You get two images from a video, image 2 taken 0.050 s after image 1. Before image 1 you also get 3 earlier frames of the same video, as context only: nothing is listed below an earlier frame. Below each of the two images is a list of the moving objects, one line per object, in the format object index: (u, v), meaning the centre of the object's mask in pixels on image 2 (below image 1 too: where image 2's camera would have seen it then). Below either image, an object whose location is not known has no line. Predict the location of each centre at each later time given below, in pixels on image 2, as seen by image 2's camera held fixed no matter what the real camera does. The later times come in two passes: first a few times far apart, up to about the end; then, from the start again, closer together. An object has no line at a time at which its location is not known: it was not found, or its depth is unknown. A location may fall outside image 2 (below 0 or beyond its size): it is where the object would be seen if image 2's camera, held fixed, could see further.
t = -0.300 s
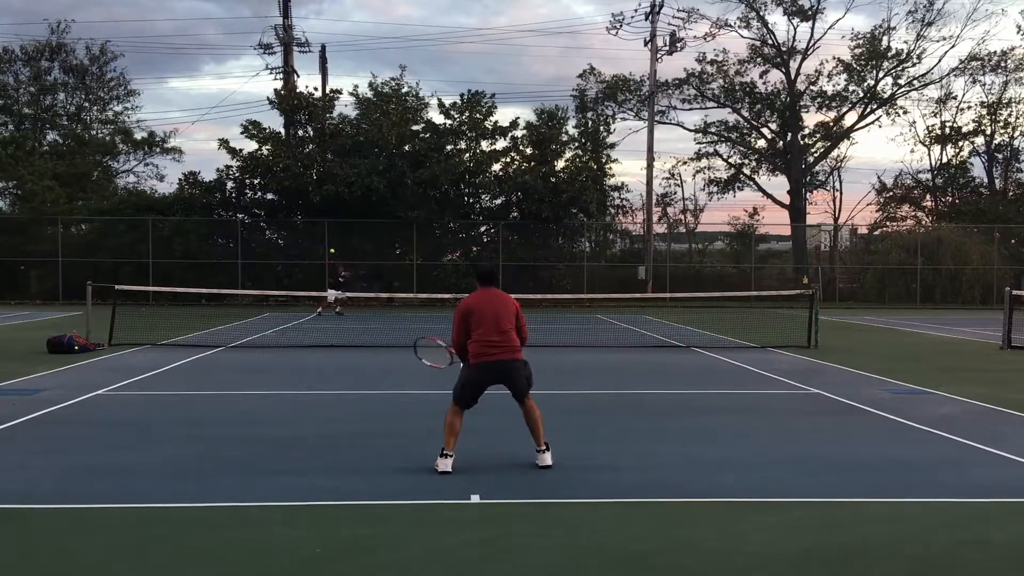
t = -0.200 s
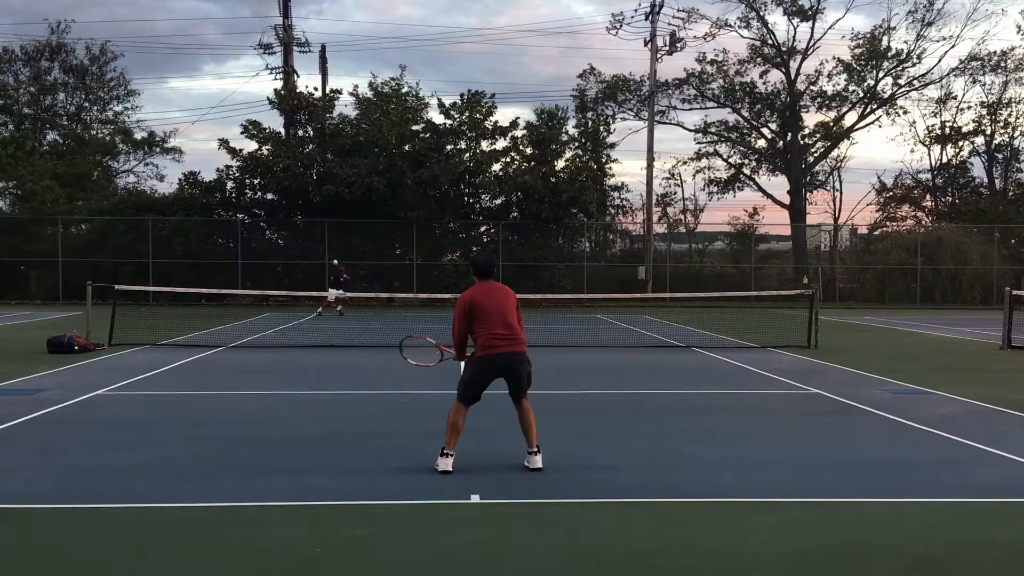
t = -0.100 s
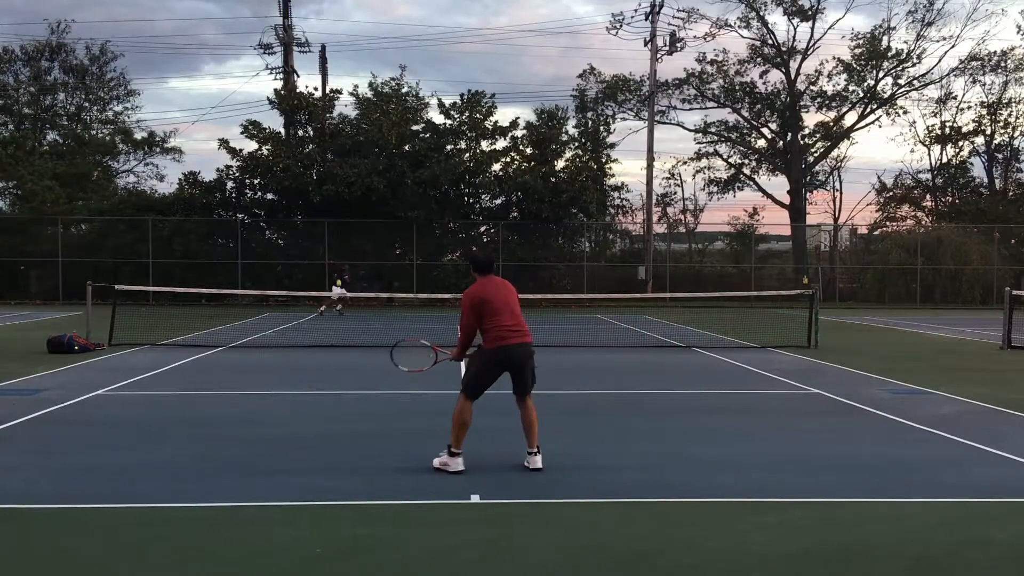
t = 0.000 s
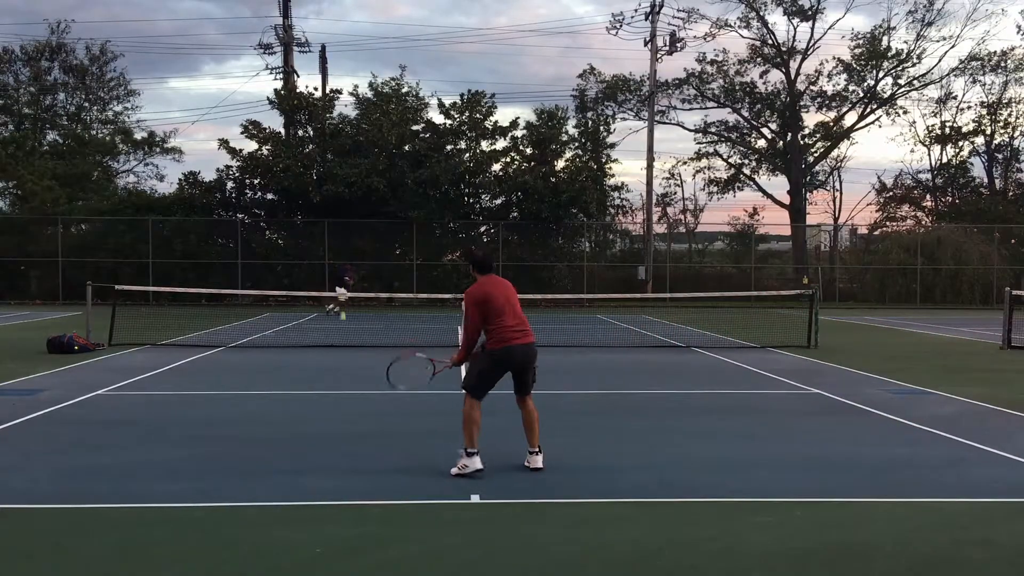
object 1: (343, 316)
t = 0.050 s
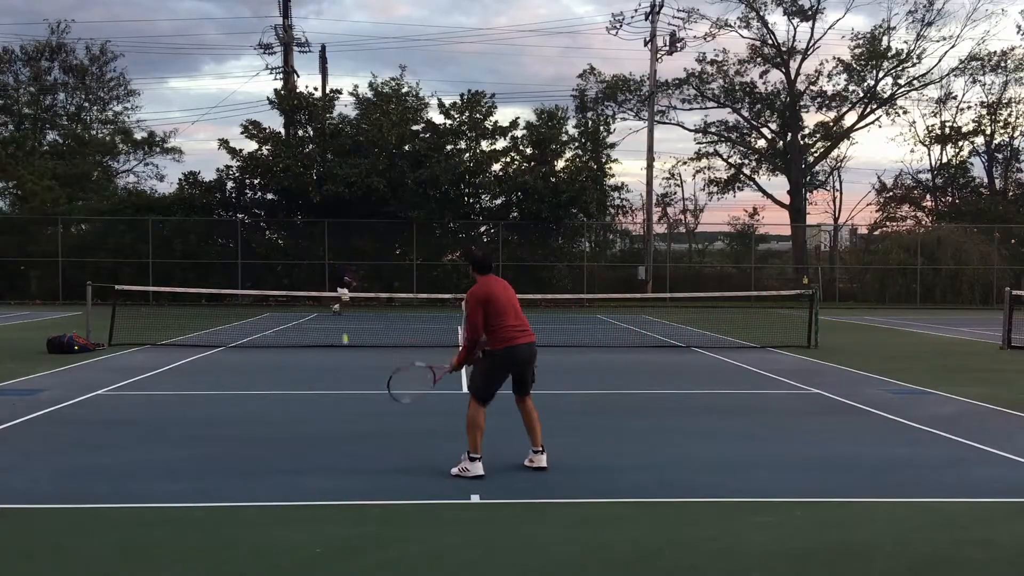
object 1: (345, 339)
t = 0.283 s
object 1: (357, 363)
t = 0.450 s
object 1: (369, 330)
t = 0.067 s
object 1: (346, 348)
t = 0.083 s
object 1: (347, 357)
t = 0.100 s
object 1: (348, 367)
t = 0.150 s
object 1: (349, 401)
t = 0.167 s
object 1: (351, 401)
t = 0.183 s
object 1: (351, 396)
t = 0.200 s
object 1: (353, 389)
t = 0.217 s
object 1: (354, 383)
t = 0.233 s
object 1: (354, 378)
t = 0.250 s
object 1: (355, 373)
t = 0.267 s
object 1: (356, 368)
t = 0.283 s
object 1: (357, 363)
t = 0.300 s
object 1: (358, 358)
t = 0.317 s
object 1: (359, 354)
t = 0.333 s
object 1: (361, 350)
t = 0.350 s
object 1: (362, 346)
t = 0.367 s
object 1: (363, 343)
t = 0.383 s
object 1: (364, 340)
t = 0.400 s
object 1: (365, 337)
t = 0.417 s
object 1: (367, 334)
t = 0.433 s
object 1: (368, 332)
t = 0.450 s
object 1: (369, 330)
